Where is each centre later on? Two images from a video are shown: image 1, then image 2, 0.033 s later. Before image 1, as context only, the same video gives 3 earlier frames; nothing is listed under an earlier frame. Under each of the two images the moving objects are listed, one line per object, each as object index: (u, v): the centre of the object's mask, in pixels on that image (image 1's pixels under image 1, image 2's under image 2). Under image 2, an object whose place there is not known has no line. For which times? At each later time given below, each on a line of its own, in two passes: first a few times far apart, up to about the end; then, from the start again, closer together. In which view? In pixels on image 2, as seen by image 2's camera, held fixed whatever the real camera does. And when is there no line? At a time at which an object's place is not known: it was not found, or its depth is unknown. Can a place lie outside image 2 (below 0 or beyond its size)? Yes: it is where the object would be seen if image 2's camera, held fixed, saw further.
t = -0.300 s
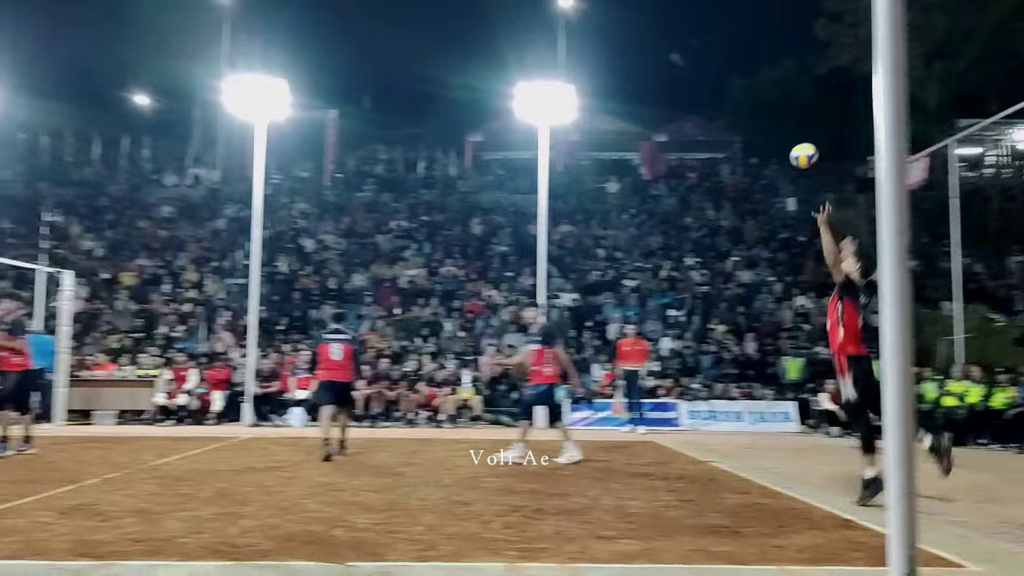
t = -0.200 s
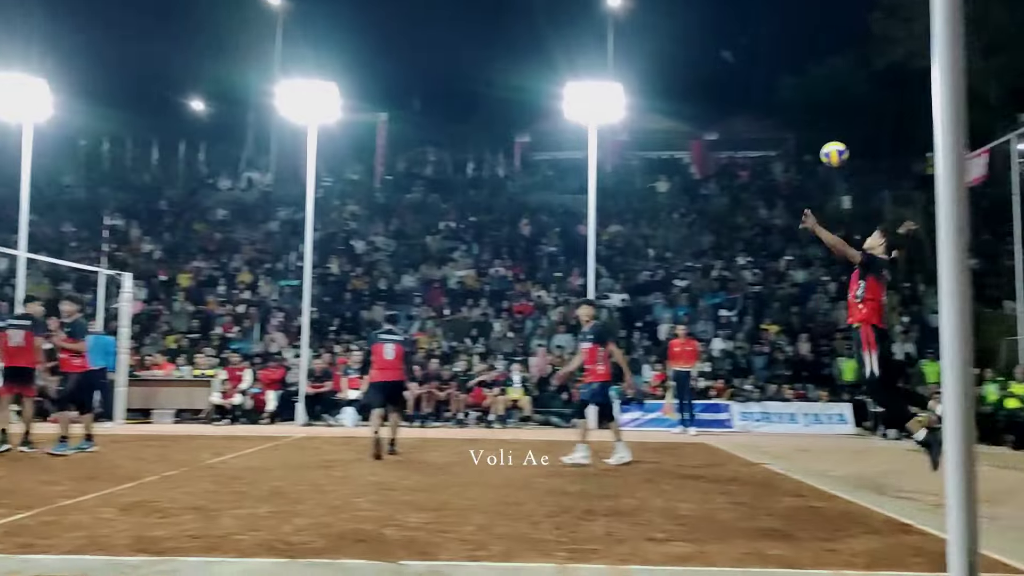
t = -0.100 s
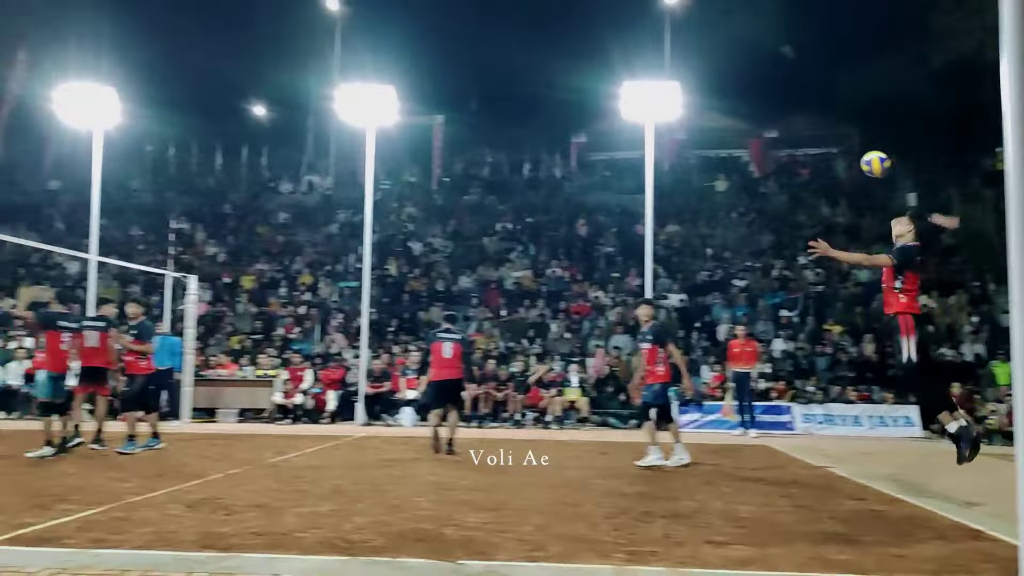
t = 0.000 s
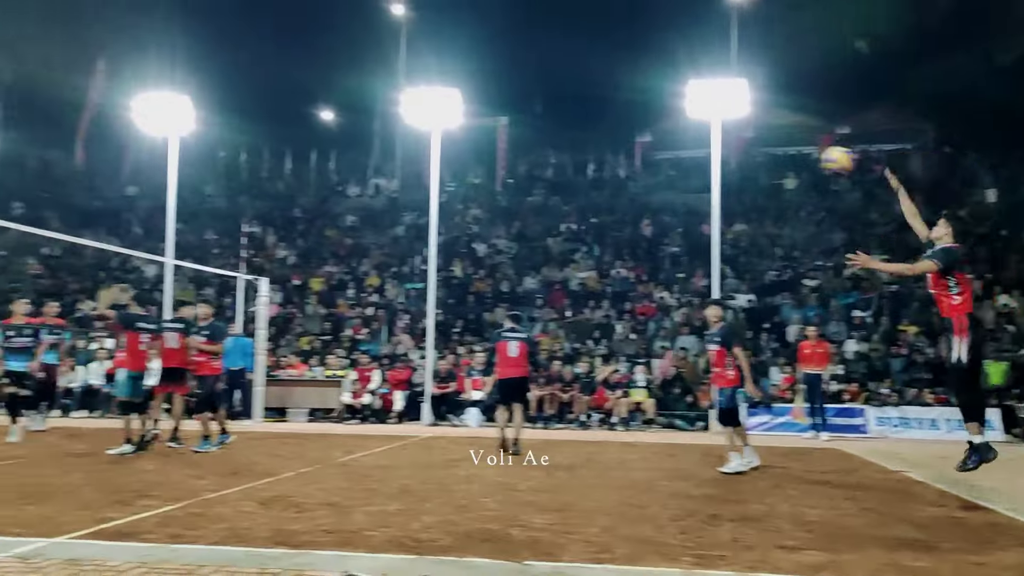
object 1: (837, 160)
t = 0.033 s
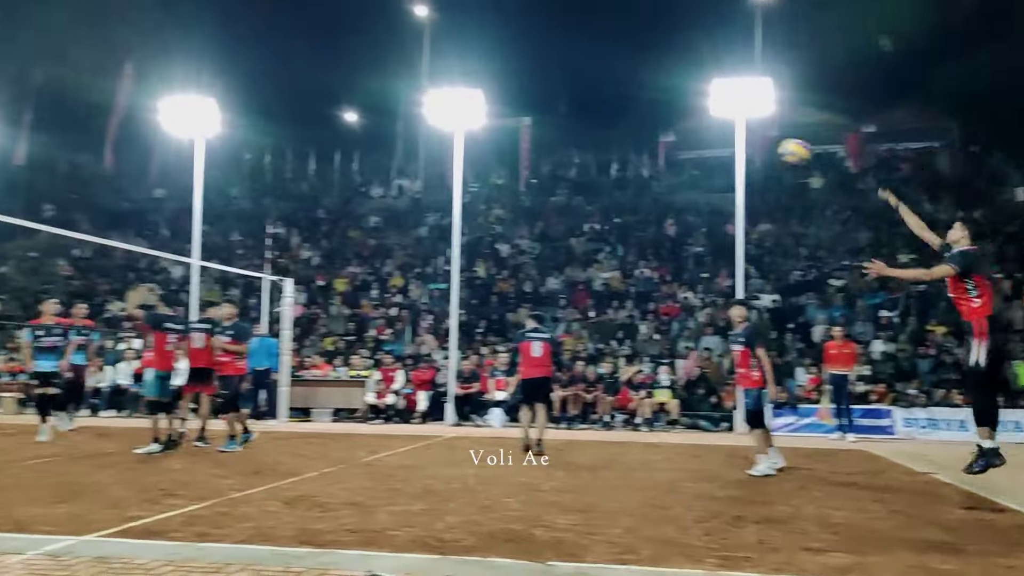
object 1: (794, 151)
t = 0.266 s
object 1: (404, 147)
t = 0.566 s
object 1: (38, 199)
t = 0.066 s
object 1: (727, 147)
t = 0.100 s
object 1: (667, 143)
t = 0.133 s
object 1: (609, 141)
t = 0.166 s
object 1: (554, 141)
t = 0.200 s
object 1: (502, 142)
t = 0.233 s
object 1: (450, 144)
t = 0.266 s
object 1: (404, 147)
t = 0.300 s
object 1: (358, 149)
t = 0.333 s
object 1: (313, 153)
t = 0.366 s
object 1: (271, 157)
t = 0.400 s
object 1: (229, 162)
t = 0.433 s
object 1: (188, 169)
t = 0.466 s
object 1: (151, 175)
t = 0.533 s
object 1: (75, 190)
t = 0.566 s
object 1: (38, 199)
